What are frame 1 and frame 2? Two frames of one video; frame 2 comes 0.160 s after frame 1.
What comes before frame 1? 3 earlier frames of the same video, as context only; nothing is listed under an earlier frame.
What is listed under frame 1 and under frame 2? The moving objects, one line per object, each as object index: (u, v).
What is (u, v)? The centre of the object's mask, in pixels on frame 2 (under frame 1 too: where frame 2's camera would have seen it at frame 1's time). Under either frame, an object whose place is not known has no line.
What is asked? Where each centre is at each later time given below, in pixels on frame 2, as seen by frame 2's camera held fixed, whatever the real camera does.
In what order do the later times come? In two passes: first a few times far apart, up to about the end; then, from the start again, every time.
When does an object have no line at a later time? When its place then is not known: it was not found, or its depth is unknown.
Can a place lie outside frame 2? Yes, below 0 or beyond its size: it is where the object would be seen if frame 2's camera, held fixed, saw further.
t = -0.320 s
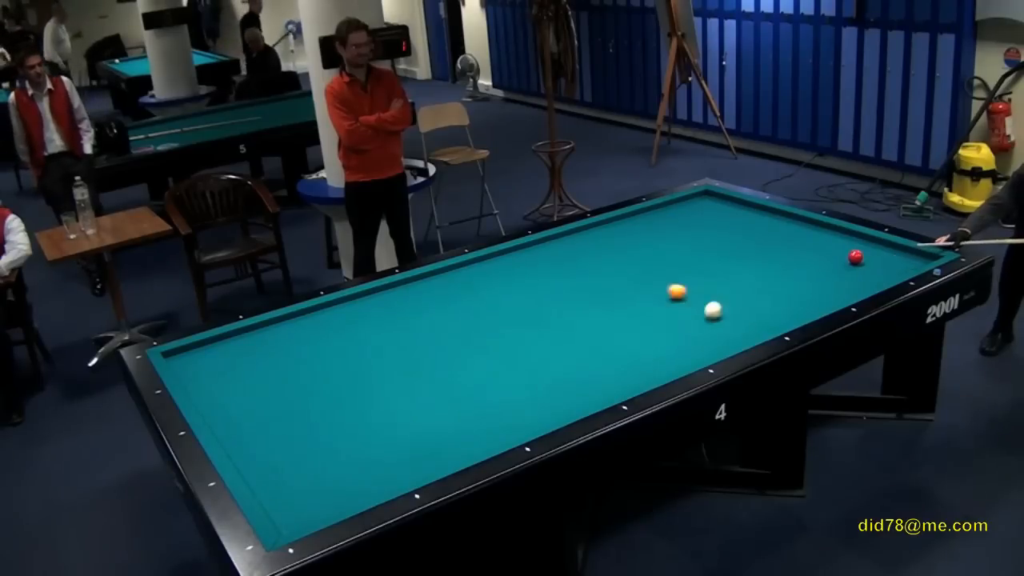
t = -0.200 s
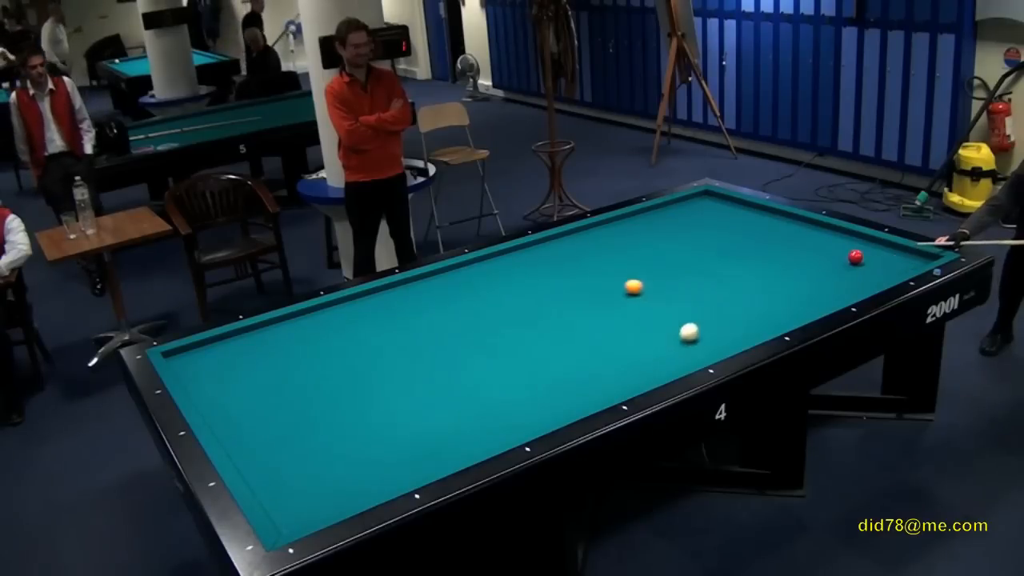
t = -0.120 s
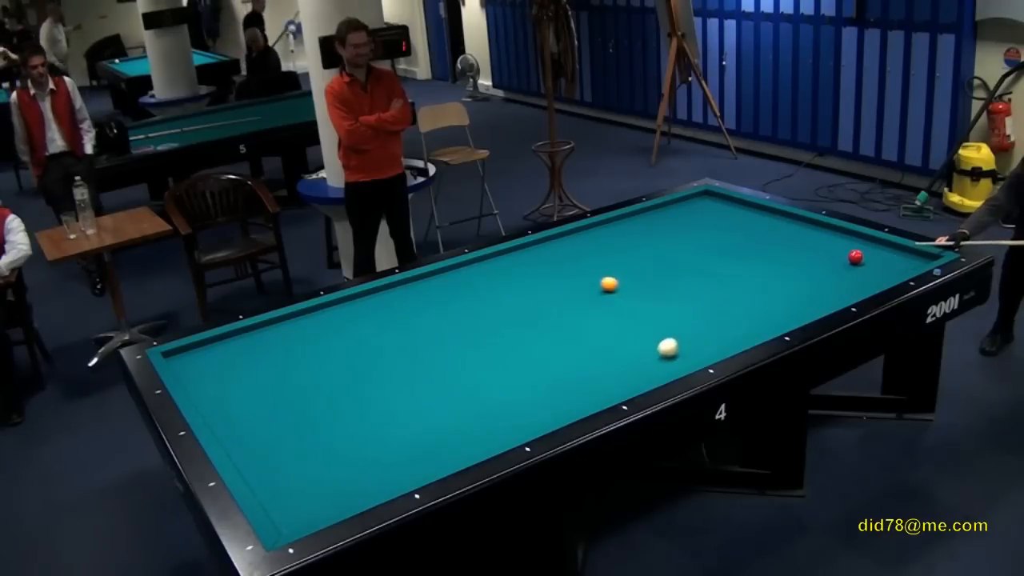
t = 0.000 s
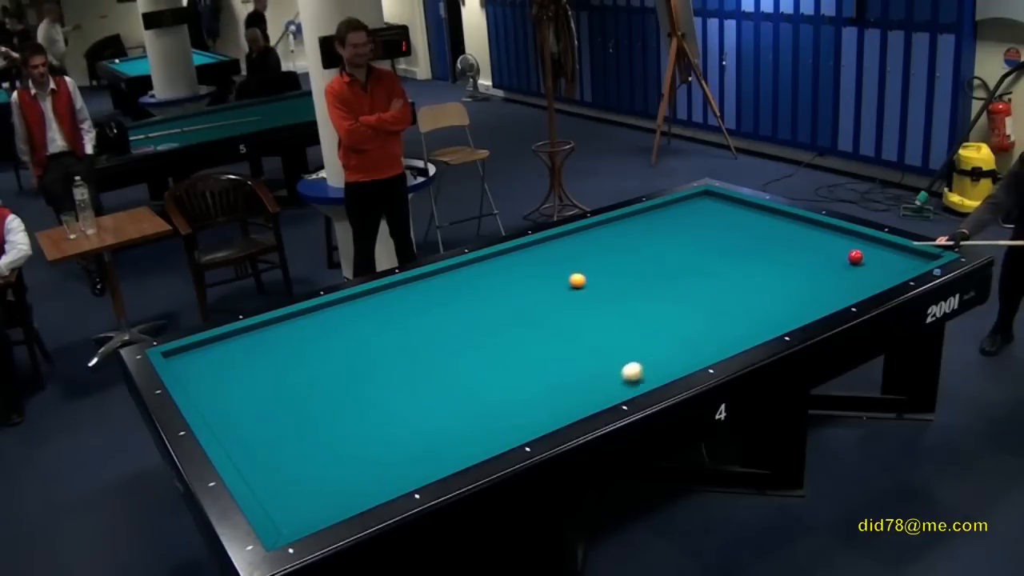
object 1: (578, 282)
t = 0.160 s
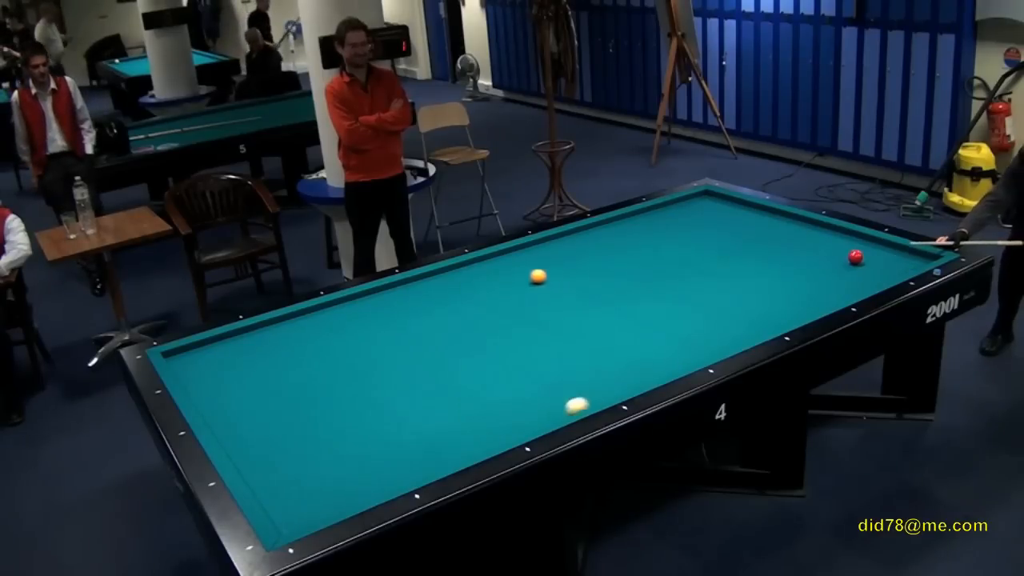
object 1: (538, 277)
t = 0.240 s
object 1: (520, 276)
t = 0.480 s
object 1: (466, 269)
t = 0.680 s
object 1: (454, 277)
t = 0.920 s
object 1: (451, 291)
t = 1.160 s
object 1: (447, 306)
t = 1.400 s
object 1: (444, 321)
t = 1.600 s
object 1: (440, 334)
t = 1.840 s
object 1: (435, 352)
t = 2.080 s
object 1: (431, 370)
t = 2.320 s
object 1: (426, 390)
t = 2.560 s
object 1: (421, 411)
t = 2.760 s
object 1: (416, 430)
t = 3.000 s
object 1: (410, 454)
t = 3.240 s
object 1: (403, 476)
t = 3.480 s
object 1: (384, 480)
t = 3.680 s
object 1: (366, 478)
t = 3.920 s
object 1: (345, 476)
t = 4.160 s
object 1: (326, 473)
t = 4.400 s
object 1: (308, 471)
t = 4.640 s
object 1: (291, 468)
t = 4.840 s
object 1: (278, 466)
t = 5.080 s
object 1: (263, 464)
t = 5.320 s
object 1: (249, 463)
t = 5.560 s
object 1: (241, 459)
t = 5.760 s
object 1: (243, 455)
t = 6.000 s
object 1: (246, 449)
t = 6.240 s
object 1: (248, 444)
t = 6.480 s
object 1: (250, 441)
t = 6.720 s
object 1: (252, 437)
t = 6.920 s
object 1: (253, 435)
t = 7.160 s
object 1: (255, 432)
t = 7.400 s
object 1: (256, 429)
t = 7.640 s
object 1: (257, 428)
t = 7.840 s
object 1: (257, 427)
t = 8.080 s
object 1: (258, 426)
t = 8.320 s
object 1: (258, 425)
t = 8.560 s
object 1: (259, 425)
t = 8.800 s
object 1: (259, 425)
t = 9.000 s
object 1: (259, 424)
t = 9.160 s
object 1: (259, 424)
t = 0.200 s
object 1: (529, 277)
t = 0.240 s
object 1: (520, 276)
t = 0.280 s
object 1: (510, 274)
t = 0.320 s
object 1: (501, 273)
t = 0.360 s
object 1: (492, 272)
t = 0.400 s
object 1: (483, 271)
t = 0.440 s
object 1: (474, 270)
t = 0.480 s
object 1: (466, 269)
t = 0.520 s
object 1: (457, 268)
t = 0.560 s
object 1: (454, 269)
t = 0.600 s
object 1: (454, 272)
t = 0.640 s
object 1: (454, 274)
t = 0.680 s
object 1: (454, 277)
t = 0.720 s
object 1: (454, 279)
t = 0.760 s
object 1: (453, 281)
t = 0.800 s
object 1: (453, 284)
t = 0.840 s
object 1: (452, 286)
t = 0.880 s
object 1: (452, 288)
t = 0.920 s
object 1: (451, 291)
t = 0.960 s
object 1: (451, 293)
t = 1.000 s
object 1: (450, 296)
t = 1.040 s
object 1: (449, 298)
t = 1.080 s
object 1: (449, 300)
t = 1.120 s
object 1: (448, 303)
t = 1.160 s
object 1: (447, 306)
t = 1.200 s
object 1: (447, 308)
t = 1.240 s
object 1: (446, 310)
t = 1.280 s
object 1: (445, 313)
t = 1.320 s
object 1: (445, 316)
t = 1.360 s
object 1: (444, 318)
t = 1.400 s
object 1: (444, 321)
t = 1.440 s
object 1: (443, 323)
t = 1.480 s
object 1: (442, 326)
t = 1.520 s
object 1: (441, 329)
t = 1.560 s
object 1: (441, 332)
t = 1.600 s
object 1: (440, 334)
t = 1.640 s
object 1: (439, 337)
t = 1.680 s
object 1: (438, 340)
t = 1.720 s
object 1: (438, 343)
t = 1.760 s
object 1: (437, 346)
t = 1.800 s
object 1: (436, 349)
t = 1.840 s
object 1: (435, 352)
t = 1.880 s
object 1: (435, 355)
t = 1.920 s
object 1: (434, 358)
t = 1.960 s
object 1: (433, 361)
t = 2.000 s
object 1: (432, 364)
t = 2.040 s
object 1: (432, 367)
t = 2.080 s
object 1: (431, 370)
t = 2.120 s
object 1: (430, 373)
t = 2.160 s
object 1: (429, 377)
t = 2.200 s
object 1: (429, 380)
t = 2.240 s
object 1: (428, 383)
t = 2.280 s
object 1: (427, 386)
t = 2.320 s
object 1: (426, 390)
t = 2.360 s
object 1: (425, 393)
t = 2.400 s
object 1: (424, 397)
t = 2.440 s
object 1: (424, 400)
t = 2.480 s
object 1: (423, 404)
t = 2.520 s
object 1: (422, 408)
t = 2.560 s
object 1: (421, 411)
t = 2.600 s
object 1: (420, 414)
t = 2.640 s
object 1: (419, 418)
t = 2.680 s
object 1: (418, 422)
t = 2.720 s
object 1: (417, 426)
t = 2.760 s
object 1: (416, 430)
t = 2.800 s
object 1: (415, 434)
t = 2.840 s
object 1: (414, 438)
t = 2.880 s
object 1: (413, 441)
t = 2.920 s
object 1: (412, 446)
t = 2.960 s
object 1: (411, 450)
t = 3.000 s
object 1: (410, 454)
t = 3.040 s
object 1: (409, 458)
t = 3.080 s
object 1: (408, 462)
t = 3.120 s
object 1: (407, 466)
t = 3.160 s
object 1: (406, 470)
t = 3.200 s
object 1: (404, 473)
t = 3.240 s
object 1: (403, 476)
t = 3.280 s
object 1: (402, 479)
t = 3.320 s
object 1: (398, 479)
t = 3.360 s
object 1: (394, 479)
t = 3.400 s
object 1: (390, 480)
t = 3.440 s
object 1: (387, 480)
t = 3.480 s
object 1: (384, 480)
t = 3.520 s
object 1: (380, 480)
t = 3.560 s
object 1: (376, 479)
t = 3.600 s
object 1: (373, 479)
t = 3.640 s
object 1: (370, 479)
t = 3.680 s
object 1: (366, 478)
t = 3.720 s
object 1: (362, 478)
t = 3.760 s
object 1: (359, 478)
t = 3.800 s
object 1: (356, 477)
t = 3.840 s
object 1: (352, 477)
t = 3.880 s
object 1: (348, 476)
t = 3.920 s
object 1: (345, 476)
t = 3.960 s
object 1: (342, 475)
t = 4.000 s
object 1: (339, 475)
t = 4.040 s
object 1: (336, 475)
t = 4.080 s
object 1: (332, 474)
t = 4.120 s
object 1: (329, 473)
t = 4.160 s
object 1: (326, 473)
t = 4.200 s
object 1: (323, 473)
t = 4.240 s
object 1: (320, 472)
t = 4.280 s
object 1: (317, 472)
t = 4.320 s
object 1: (314, 471)
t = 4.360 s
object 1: (311, 471)
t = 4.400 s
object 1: (308, 471)
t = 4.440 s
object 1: (305, 470)
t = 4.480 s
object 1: (303, 470)
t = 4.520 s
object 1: (300, 469)
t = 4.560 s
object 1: (297, 469)
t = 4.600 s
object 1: (294, 468)
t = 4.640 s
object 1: (291, 468)
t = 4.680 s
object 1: (289, 468)
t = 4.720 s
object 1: (286, 468)
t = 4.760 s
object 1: (283, 467)
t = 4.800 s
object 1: (281, 467)
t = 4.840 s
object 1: (278, 466)
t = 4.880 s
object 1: (275, 466)
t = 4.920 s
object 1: (273, 466)
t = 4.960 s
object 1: (271, 465)
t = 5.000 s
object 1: (268, 465)
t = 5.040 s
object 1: (266, 465)
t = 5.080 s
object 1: (263, 464)
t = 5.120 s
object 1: (261, 464)
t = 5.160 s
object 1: (258, 464)
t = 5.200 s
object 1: (256, 463)
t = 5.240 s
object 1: (254, 463)
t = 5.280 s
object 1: (251, 463)
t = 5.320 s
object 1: (249, 463)
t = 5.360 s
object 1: (247, 463)
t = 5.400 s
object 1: (245, 462)
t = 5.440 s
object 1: (243, 461)
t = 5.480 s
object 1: (241, 461)
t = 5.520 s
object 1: (241, 459)
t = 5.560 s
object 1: (241, 459)
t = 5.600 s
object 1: (241, 458)
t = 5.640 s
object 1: (242, 457)
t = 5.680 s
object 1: (243, 457)
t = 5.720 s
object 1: (243, 456)
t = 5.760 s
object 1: (243, 455)
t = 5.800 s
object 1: (243, 454)
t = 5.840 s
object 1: (244, 453)
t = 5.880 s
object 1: (244, 452)
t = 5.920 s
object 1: (244, 451)
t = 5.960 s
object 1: (245, 450)
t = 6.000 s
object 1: (246, 449)
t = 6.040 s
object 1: (246, 448)
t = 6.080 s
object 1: (246, 448)
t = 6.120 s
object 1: (247, 447)
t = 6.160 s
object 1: (247, 446)
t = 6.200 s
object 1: (248, 445)
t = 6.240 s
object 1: (248, 444)
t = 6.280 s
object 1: (248, 444)
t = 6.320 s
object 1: (248, 443)
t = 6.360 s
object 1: (249, 442)
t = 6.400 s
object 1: (250, 442)
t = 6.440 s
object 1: (250, 441)
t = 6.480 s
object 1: (250, 441)
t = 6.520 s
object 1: (250, 440)
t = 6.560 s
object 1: (251, 439)
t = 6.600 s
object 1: (251, 439)
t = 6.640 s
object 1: (251, 438)
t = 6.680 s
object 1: (252, 438)
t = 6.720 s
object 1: (252, 437)
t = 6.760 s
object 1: (252, 436)
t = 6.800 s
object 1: (252, 436)
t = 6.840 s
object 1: (253, 435)
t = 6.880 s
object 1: (253, 435)
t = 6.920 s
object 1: (253, 435)
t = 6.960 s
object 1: (253, 434)
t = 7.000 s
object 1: (254, 434)
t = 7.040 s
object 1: (254, 433)
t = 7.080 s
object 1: (254, 433)
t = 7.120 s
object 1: (254, 432)
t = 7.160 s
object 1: (255, 432)
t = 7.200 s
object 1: (255, 431)
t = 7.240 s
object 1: (255, 431)
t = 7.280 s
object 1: (255, 431)
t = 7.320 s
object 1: (256, 430)
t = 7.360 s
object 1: (256, 430)
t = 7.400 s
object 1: (256, 429)
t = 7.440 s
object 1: (256, 429)
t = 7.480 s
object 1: (256, 429)
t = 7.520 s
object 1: (256, 428)
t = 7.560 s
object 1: (257, 428)
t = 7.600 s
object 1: (257, 428)
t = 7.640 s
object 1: (257, 428)
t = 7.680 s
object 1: (257, 427)
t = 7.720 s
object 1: (257, 427)
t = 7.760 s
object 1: (257, 427)
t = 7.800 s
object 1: (257, 427)
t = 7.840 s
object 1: (257, 427)
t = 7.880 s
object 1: (258, 426)
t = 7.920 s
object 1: (258, 426)
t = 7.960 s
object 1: (258, 426)
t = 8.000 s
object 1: (258, 426)
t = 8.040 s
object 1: (258, 426)
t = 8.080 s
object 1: (258, 426)
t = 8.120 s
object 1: (258, 425)
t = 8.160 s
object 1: (258, 425)
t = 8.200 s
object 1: (258, 425)
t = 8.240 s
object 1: (258, 425)
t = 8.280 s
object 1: (258, 425)
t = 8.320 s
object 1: (258, 425)
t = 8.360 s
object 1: (259, 425)
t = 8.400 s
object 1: (259, 425)
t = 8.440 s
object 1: (259, 425)
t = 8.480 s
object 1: (259, 425)
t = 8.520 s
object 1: (259, 425)
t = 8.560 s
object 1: (259, 425)
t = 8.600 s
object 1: (259, 425)
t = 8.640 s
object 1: (259, 425)
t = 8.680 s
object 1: (259, 425)
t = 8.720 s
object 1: (259, 425)
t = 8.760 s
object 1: (259, 425)
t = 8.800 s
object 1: (259, 425)
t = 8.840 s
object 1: (259, 425)
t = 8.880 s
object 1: (259, 425)
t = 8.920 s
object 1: (259, 425)
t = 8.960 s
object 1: (259, 424)
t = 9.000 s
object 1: (259, 424)
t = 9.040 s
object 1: (259, 424)
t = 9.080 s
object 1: (259, 424)
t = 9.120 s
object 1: (259, 424)
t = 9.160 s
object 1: (259, 424)
